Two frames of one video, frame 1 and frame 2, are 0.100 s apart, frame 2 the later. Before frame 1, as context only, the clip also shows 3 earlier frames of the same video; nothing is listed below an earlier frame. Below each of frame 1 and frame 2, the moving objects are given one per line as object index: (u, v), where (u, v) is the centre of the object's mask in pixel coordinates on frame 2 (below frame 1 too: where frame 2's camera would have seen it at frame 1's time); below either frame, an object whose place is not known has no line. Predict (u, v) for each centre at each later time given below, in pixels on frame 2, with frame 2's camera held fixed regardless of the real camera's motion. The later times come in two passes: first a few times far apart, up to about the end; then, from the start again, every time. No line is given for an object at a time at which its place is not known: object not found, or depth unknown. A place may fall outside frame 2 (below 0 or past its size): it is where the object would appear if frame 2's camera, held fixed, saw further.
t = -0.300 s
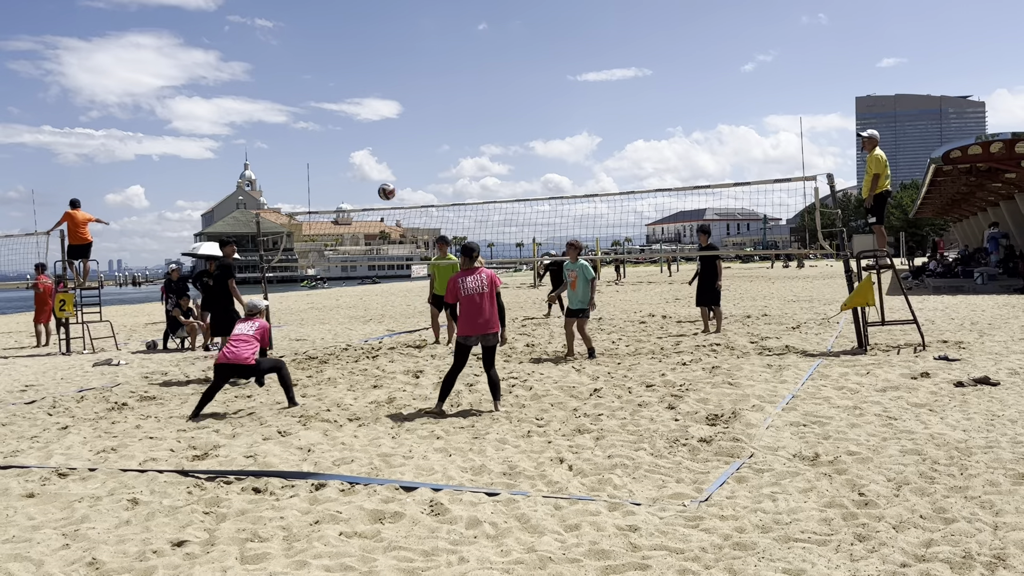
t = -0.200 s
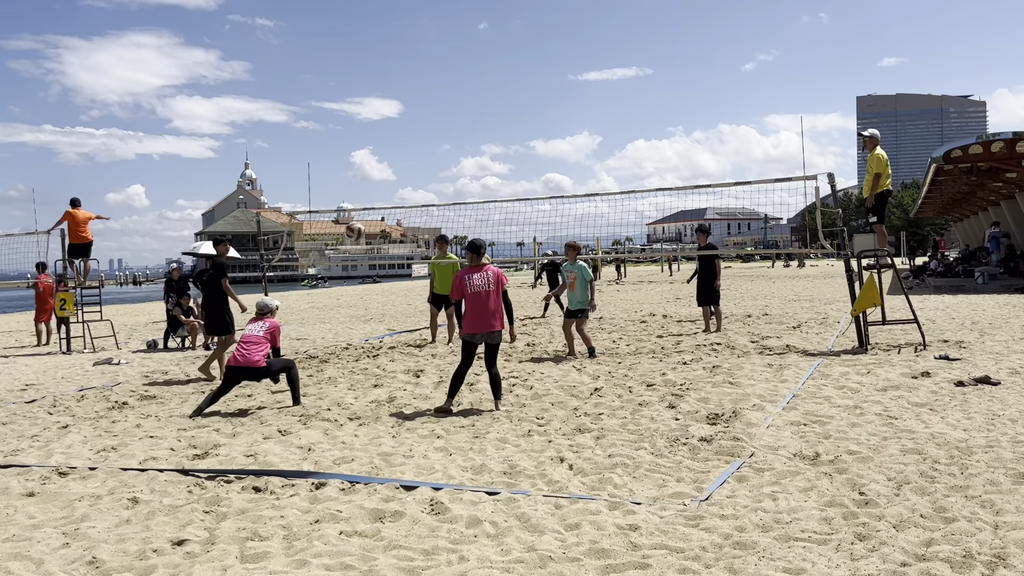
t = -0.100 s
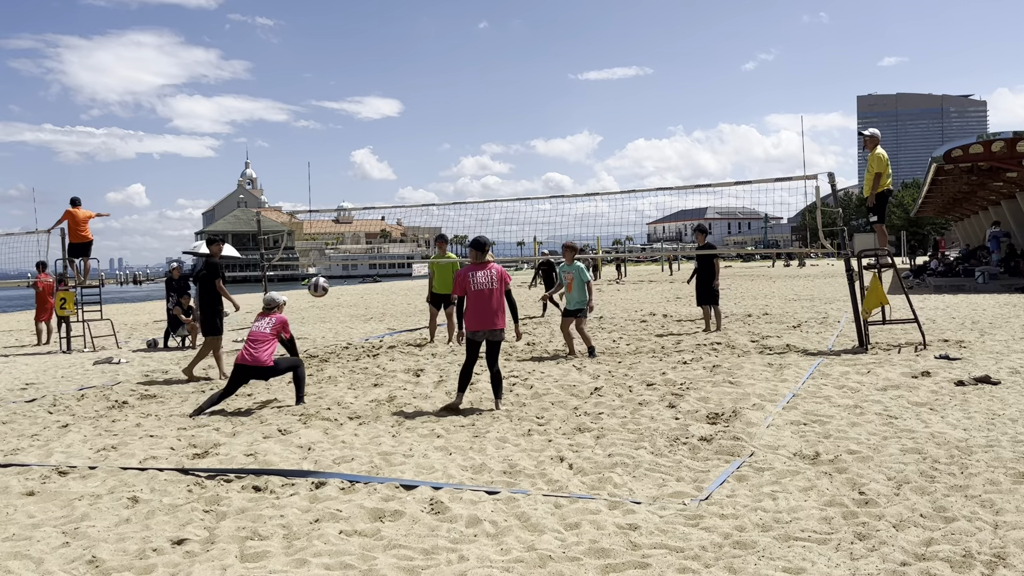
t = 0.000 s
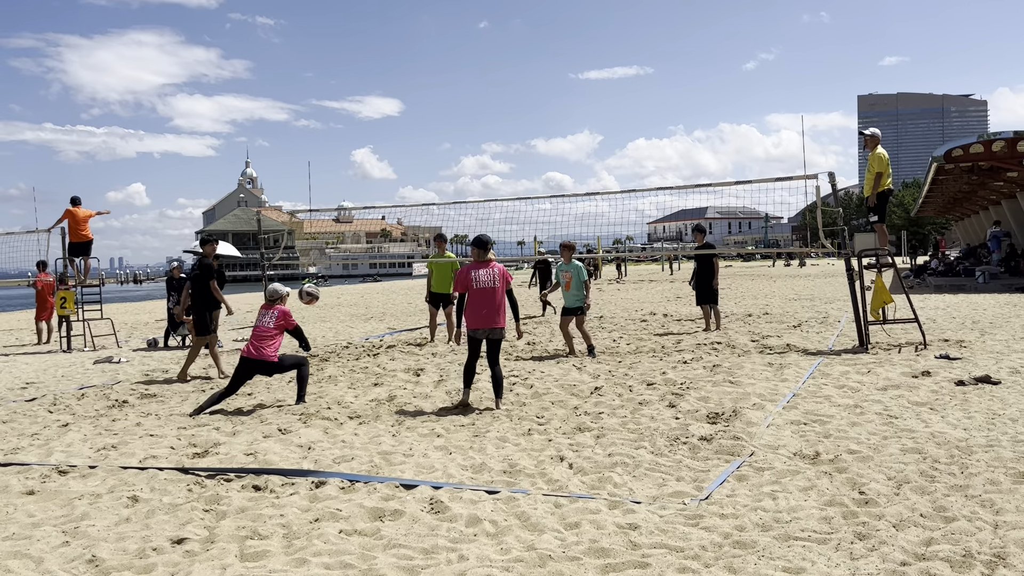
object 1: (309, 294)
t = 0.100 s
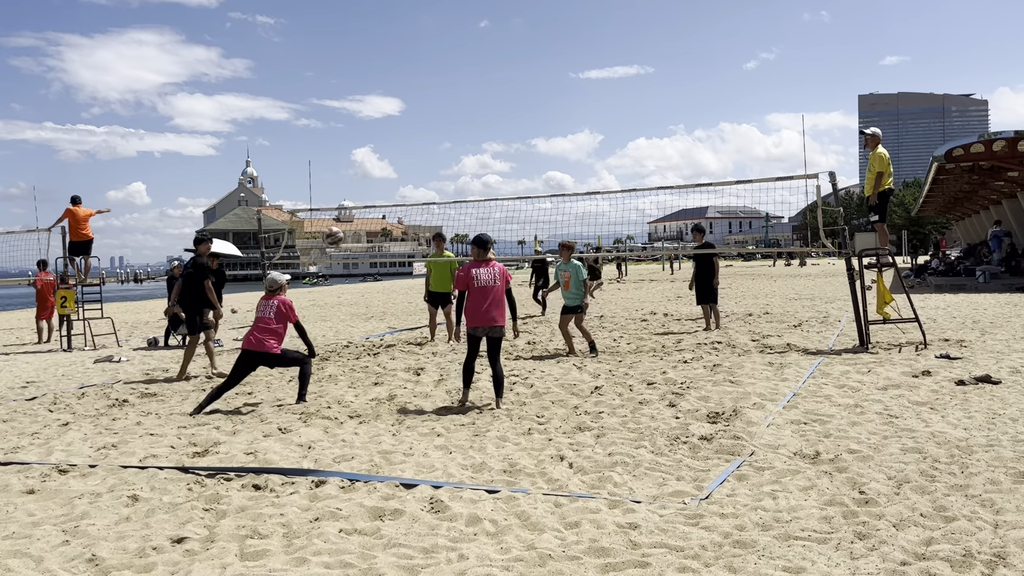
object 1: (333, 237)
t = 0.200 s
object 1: (355, 193)
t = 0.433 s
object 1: (402, 132)
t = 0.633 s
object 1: (440, 122)
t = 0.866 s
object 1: (478, 152)
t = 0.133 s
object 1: (340, 221)
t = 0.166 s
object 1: (347, 206)
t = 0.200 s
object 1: (355, 193)
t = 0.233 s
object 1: (362, 180)
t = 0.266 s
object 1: (369, 169)
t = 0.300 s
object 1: (376, 159)
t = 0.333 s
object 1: (383, 151)
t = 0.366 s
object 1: (389, 143)
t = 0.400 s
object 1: (396, 137)
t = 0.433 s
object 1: (402, 132)
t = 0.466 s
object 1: (409, 127)
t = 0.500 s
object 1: (415, 124)
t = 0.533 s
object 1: (421, 122)
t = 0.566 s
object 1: (428, 121)
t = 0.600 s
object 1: (434, 121)
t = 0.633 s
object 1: (440, 122)
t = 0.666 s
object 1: (446, 124)
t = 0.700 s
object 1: (451, 126)
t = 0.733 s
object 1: (457, 130)
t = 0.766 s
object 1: (462, 134)
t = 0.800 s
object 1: (467, 139)
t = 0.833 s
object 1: (473, 145)
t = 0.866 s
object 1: (478, 152)
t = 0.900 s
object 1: (483, 159)
